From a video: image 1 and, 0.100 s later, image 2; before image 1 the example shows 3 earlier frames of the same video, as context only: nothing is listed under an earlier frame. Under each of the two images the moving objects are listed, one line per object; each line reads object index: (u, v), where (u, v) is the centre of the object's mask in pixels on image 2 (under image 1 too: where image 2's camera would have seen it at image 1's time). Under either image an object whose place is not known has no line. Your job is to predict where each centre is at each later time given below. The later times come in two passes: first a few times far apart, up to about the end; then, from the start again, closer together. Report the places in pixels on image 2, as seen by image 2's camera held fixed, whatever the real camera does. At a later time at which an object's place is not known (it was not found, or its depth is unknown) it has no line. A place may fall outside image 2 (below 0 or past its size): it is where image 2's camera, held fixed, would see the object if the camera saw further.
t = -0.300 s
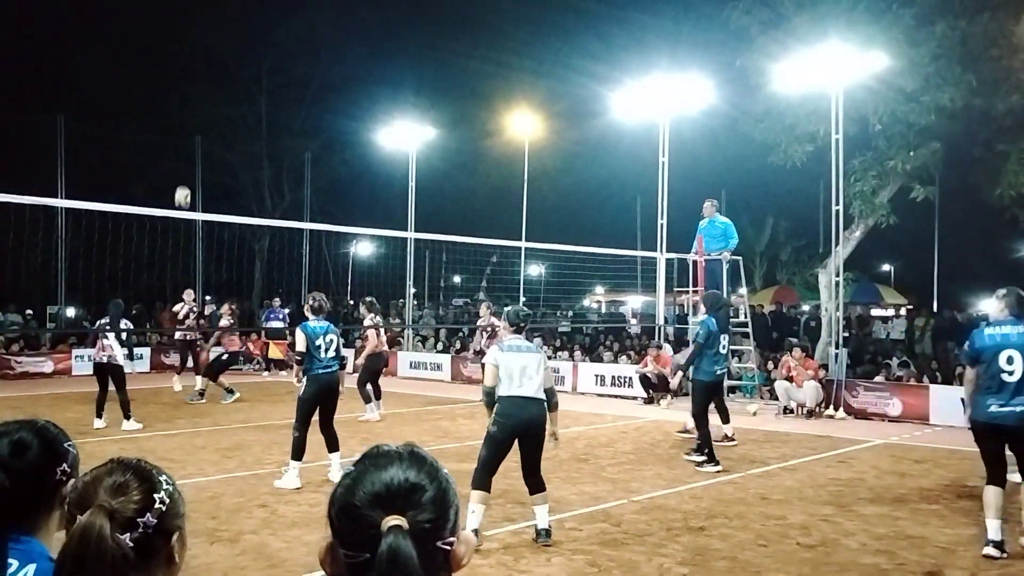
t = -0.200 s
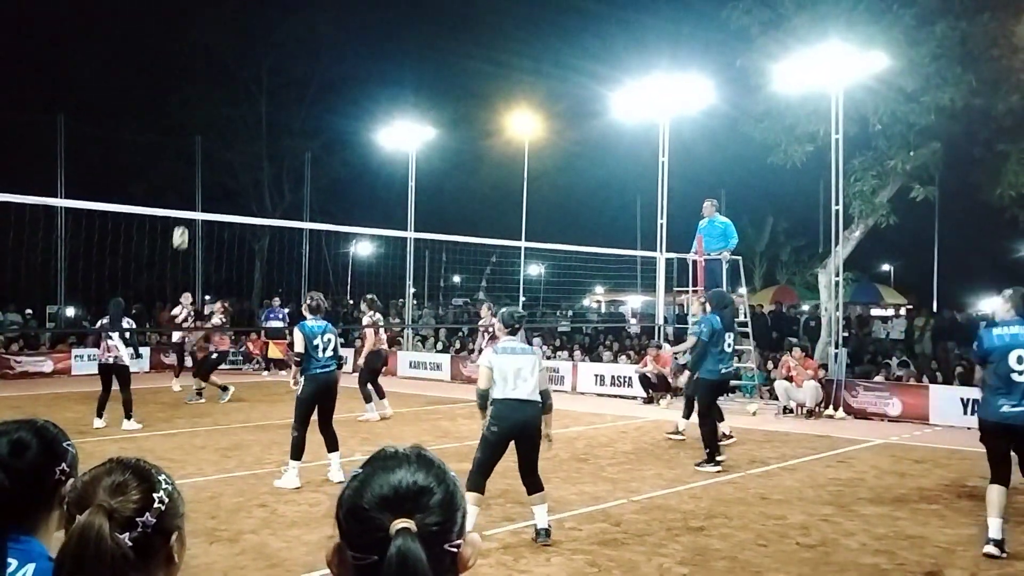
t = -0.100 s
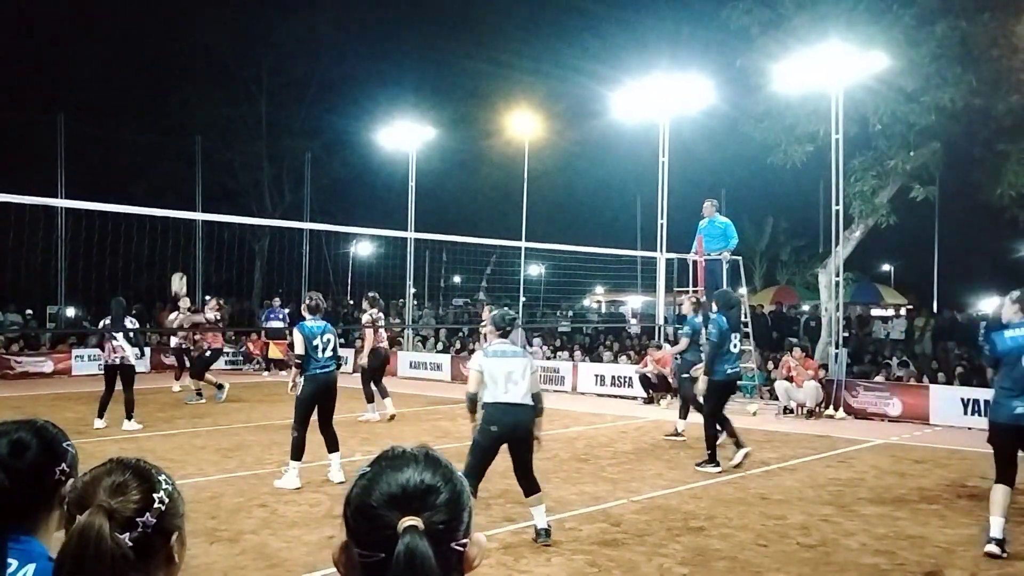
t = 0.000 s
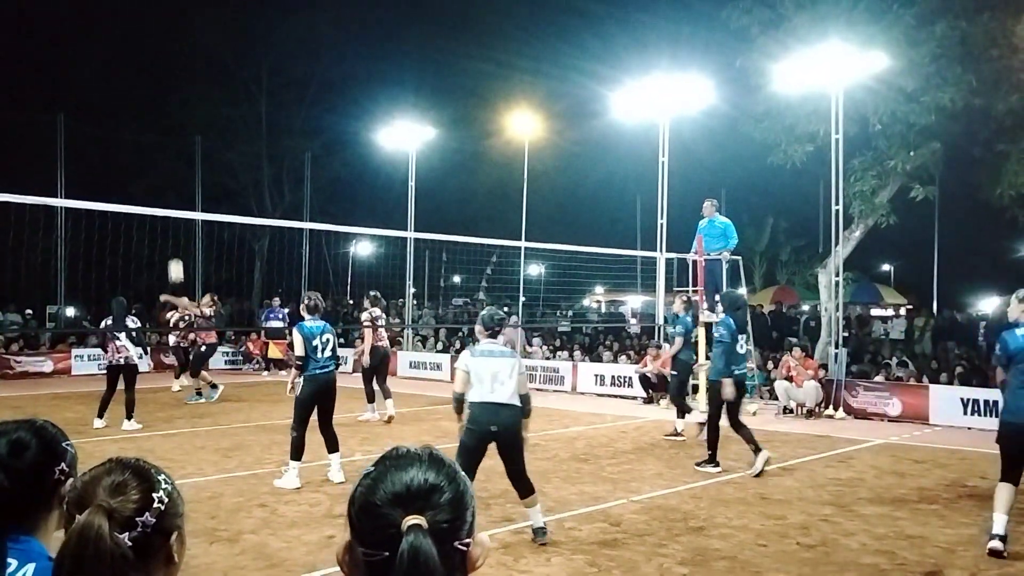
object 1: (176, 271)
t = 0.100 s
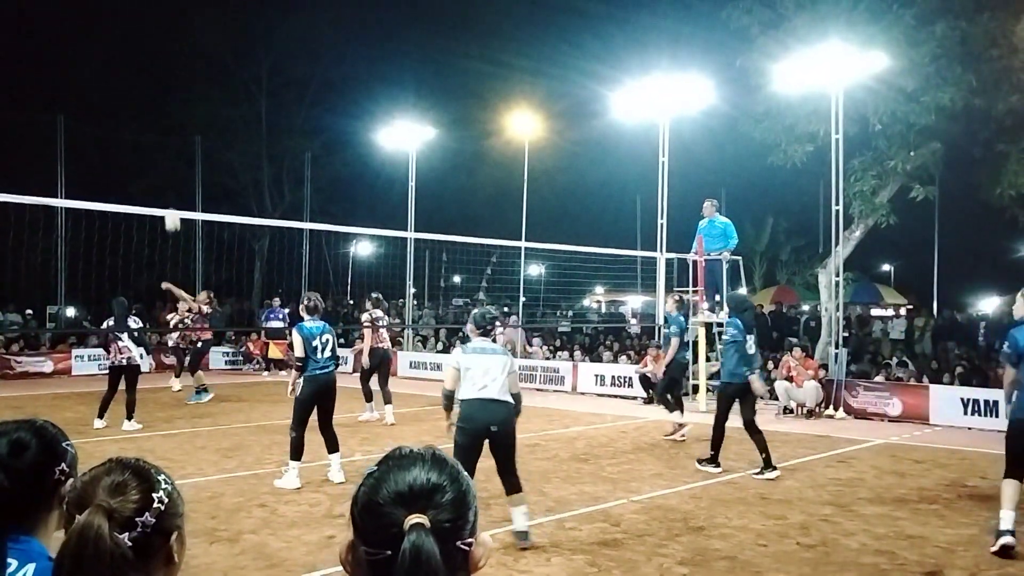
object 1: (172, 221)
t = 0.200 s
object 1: (167, 175)
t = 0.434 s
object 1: (155, 93)
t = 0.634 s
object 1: (142, 51)
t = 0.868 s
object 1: (125, 36)
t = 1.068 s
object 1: (108, 60)
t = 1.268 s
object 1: (89, 120)
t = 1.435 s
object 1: (70, 200)
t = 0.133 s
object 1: (170, 202)
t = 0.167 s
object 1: (169, 190)
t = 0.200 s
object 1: (167, 175)
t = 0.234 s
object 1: (166, 162)
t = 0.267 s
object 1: (164, 149)
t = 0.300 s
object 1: (162, 136)
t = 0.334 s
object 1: (161, 125)
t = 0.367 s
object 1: (159, 114)
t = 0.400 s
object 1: (157, 103)
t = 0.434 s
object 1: (155, 93)
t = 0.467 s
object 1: (153, 85)
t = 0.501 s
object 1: (151, 76)
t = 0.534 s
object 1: (149, 69)
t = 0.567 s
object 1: (147, 62)
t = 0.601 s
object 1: (145, 56)
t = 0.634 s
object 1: (142, 51)
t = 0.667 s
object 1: (140, 46)
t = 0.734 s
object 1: (135, 39)
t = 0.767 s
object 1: (132, 37)
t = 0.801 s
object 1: (130, 36)
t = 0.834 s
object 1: (127, 36)
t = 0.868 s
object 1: (125, 36)
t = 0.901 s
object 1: (122, 38)
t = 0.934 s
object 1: (120, 40)
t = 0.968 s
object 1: (117, 44)
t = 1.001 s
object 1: (114, 48)
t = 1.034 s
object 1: (111, 53)
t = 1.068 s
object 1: (108, 60)
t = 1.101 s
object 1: (105, 67)
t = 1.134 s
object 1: (102, 75)
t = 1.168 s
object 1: (99, 85)
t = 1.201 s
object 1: (95, 95)
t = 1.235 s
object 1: (92, 107)
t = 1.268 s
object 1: (89, 120)
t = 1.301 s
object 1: (85, 134)
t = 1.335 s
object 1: (81, 149)
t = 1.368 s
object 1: (77, 166)
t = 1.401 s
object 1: (74, 183)
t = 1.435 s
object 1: (70, 200)
